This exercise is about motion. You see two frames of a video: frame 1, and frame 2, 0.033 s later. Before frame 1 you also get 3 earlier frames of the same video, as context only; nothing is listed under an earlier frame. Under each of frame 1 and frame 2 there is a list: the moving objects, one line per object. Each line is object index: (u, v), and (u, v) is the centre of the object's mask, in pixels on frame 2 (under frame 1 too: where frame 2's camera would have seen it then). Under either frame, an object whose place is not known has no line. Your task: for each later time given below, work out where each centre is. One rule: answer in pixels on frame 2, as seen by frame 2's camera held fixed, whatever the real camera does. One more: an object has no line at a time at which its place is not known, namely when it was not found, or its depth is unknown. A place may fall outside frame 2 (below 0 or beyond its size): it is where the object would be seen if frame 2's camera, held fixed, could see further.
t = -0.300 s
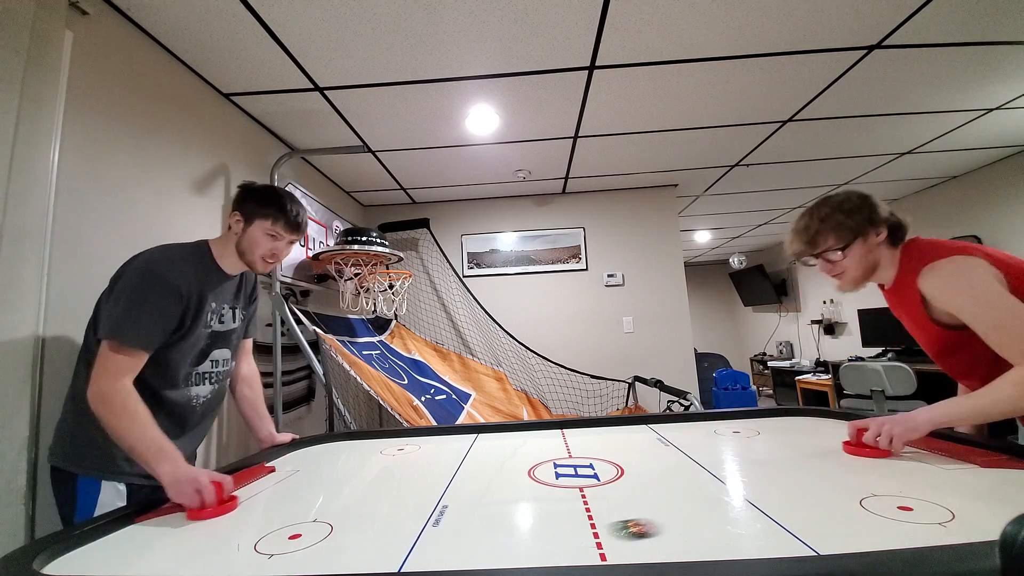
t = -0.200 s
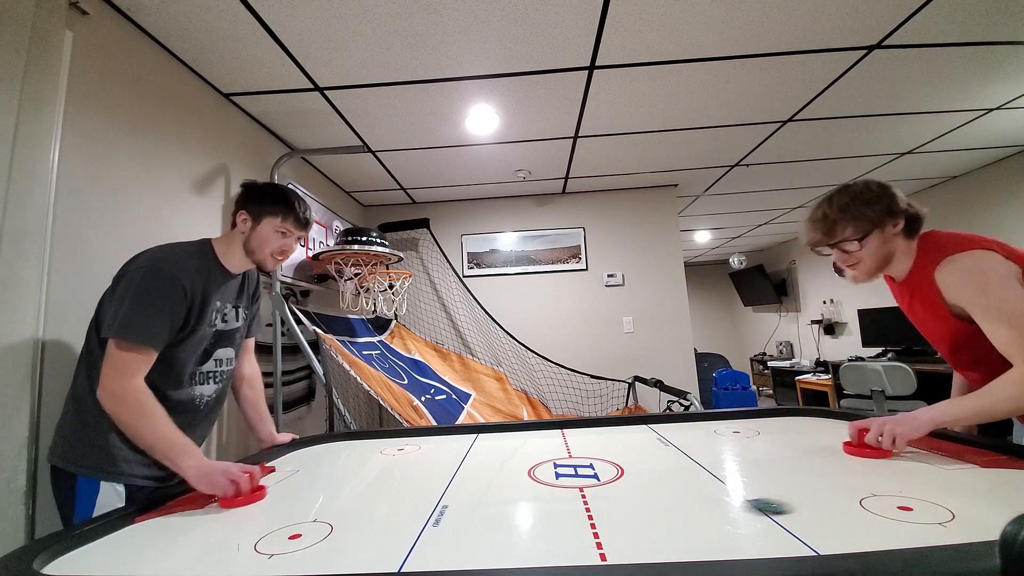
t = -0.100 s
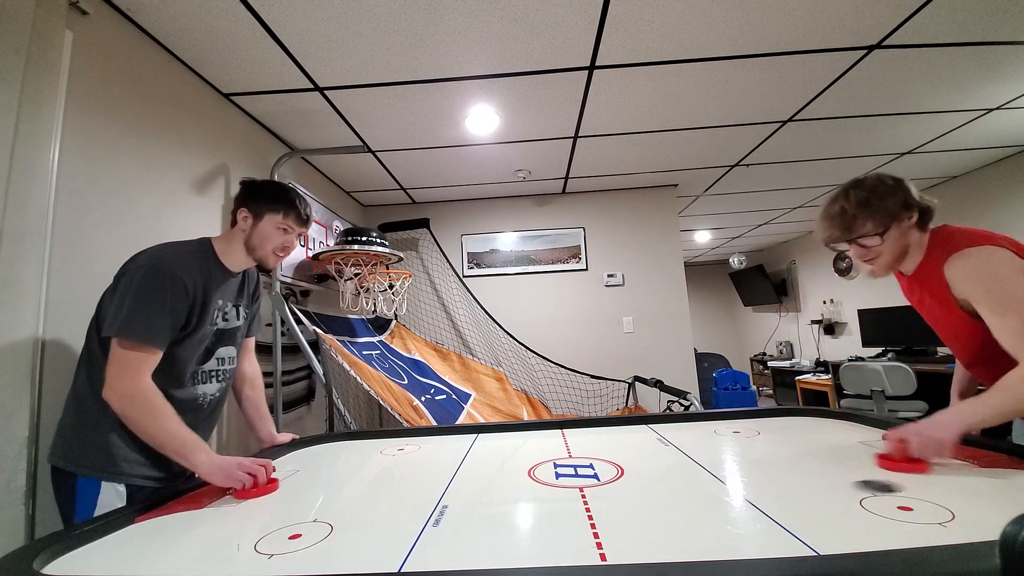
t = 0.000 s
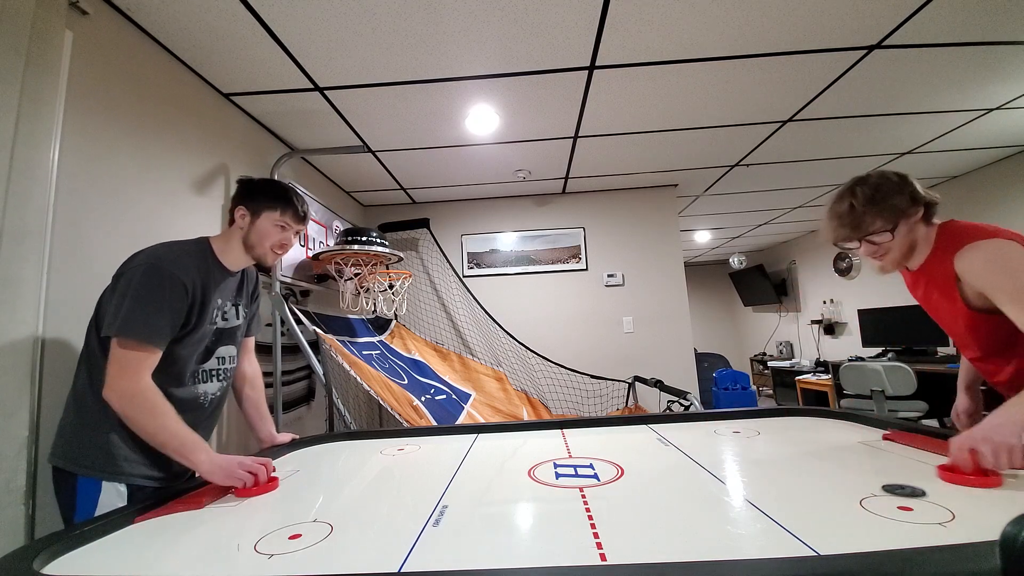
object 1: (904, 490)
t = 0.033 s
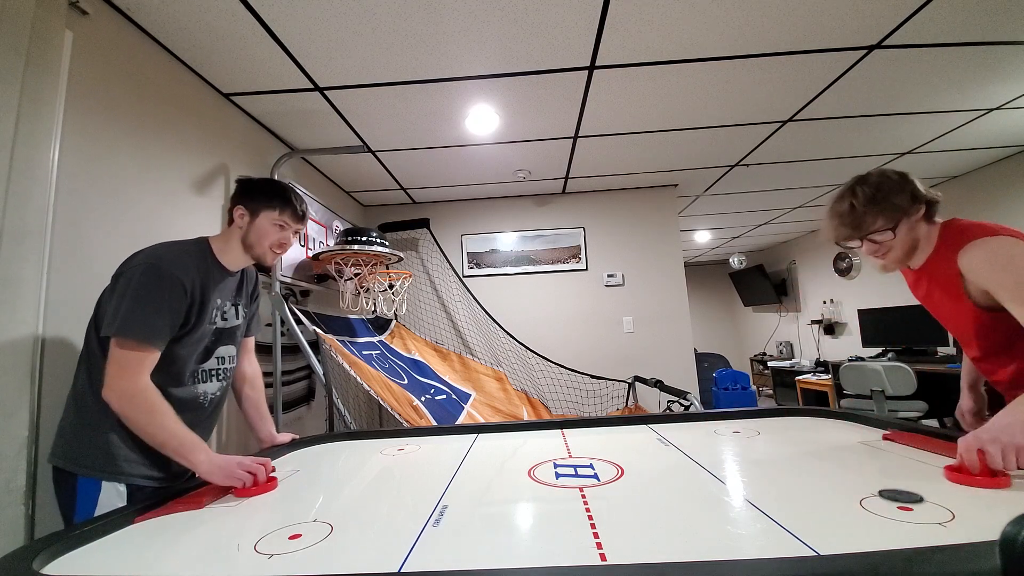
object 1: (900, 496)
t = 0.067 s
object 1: (897, 502)
